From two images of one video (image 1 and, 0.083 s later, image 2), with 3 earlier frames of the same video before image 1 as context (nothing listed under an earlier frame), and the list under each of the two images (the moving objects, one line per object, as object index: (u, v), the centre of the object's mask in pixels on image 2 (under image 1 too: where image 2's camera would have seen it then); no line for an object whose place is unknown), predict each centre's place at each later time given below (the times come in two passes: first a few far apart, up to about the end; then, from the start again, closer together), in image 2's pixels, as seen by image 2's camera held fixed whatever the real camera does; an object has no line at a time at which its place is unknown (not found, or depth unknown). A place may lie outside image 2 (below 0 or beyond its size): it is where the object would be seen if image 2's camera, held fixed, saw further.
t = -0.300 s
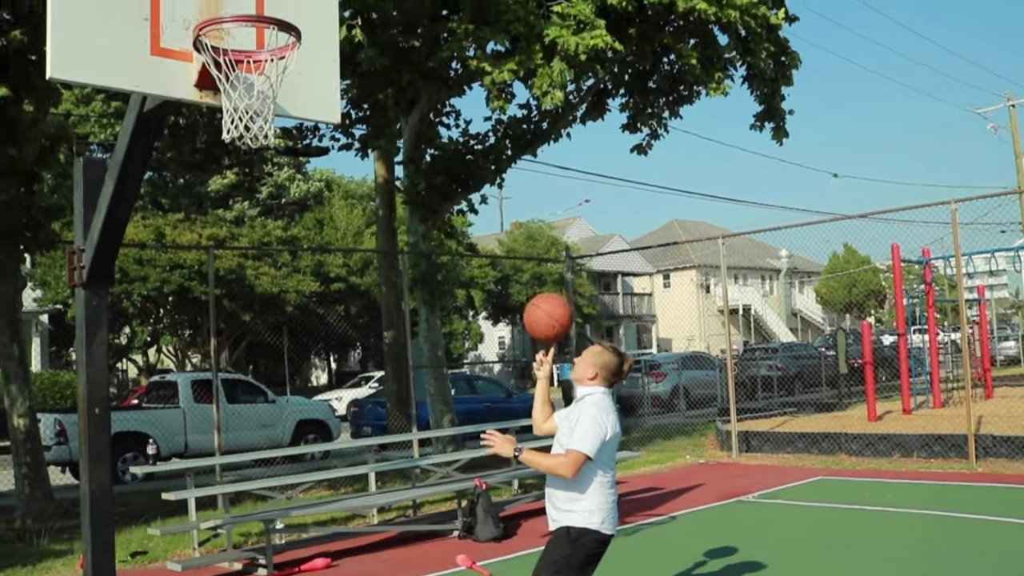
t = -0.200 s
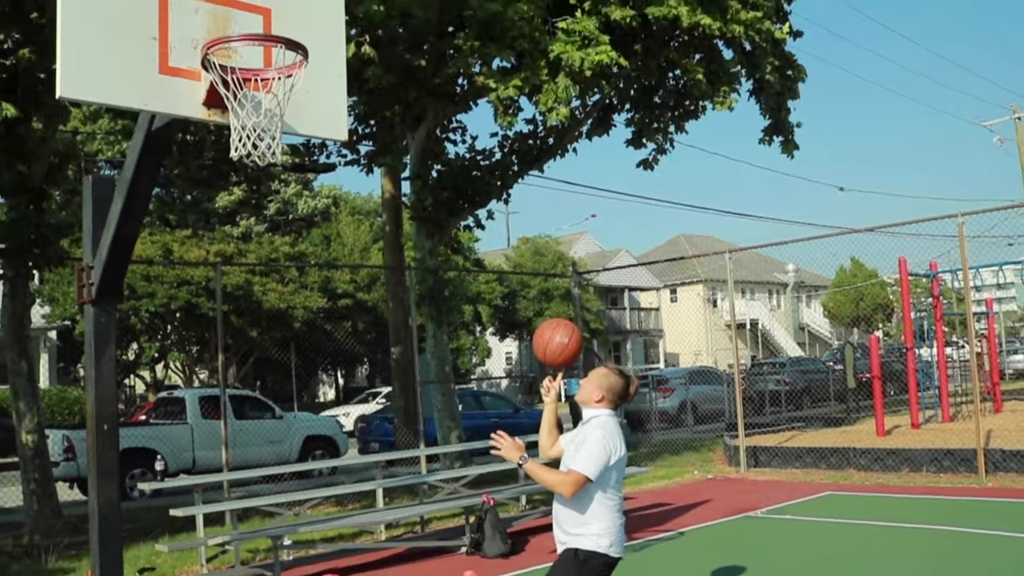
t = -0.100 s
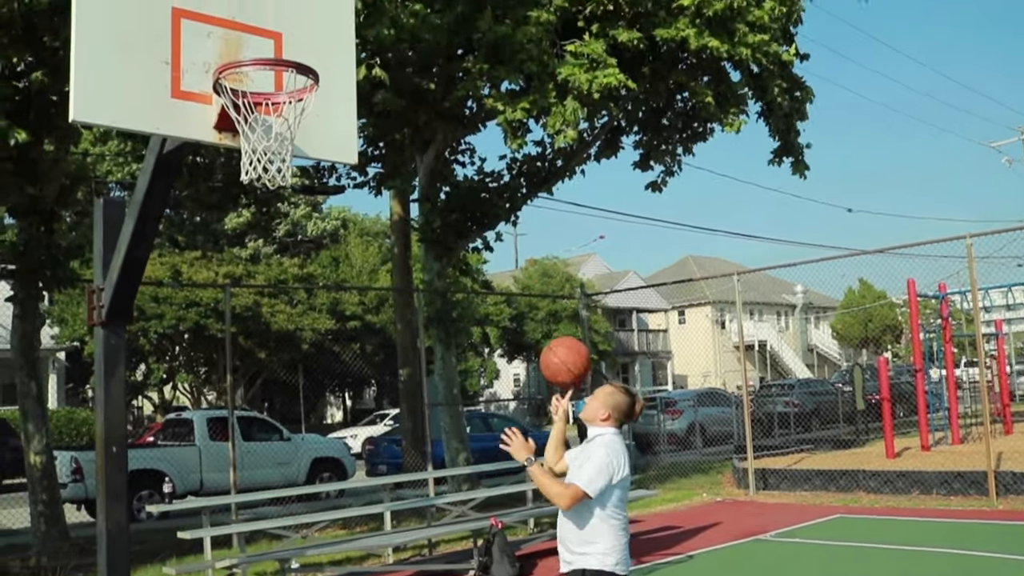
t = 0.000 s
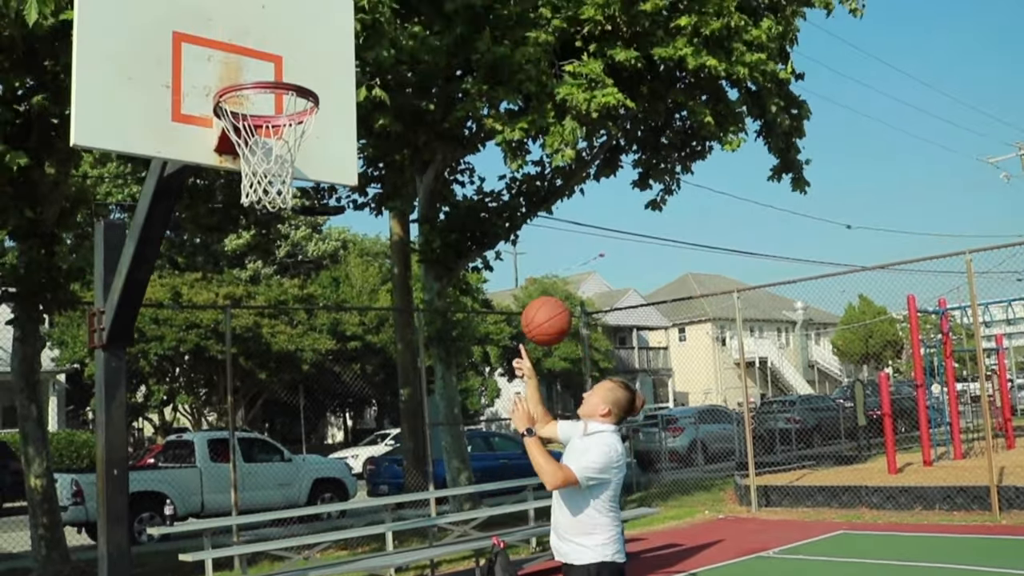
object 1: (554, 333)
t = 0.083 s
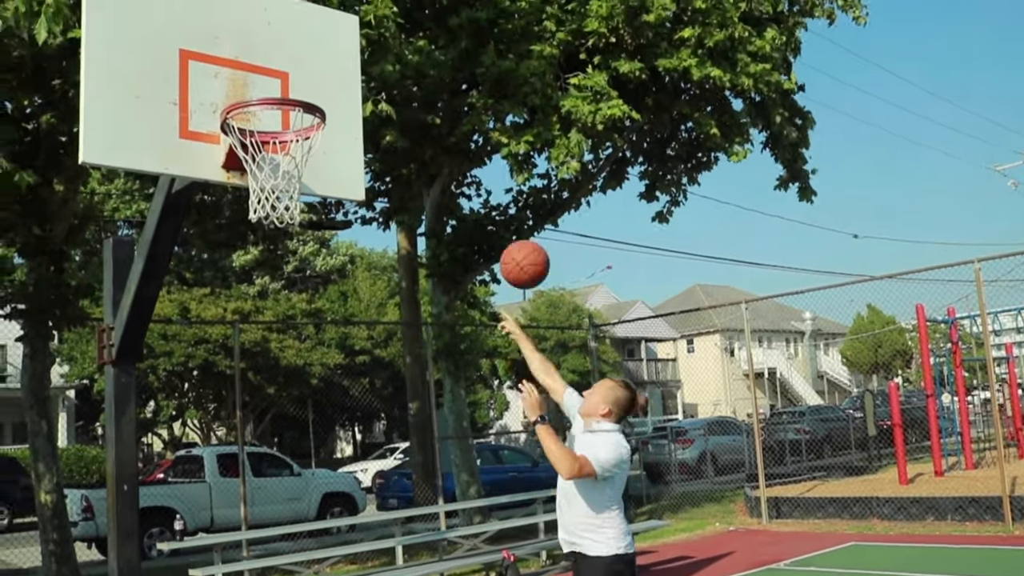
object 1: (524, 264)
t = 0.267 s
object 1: (463, 163)
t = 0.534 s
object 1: (383, 134)
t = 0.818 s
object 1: (303, 254)
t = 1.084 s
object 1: (232, 528)
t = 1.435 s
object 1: (182, 564)
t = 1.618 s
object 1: (178, 448)
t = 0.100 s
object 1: (519, 252)
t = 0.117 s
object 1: (513, 240)
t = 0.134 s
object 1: (508, 229)
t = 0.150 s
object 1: (502, 219)
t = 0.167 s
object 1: (496, 209)
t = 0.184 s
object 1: (492, 201)
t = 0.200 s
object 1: (486, 192)
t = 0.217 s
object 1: (480, 183)
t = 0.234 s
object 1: (474, 176)
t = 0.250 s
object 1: (468, 169)
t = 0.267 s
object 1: (463, 163)
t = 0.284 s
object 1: (458, 157)
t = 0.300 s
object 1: (454, 151)
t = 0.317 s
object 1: (448, 147)
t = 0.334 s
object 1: (443, 143)
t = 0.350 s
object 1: (438, 139)
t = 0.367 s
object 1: (433, 136)
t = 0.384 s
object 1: (428, 134)
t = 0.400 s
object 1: (423, 132)
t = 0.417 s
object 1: (417, 129)
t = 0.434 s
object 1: (413, 129)
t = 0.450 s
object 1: (407, 128)
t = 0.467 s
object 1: (402, 127)
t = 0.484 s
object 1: (397, 128)
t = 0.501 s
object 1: (392, 130)
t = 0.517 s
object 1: (388, 132)
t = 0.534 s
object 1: (383, 134)
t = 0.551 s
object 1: (379, 136)
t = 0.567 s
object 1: (374, 139)
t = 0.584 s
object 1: (370, 143)
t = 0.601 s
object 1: (364, 147)
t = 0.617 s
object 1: (359, 152)
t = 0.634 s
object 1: (354, 157)
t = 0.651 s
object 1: (350, 163)
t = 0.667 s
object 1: (345, 170)
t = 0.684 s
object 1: (341, 178)
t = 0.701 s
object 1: (336, 185)
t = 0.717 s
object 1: (332, 193)
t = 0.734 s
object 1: (327, 202)
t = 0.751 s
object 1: (323, 211)
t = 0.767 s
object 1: (319, 222)
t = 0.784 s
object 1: (314, 232)
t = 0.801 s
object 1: (308, 243)
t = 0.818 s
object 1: (303, 254)
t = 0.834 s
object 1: (298, 266)
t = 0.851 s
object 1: (294, 279)
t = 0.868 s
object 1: (290, 294)
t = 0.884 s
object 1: (285, 308)
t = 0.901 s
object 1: (281, 323)
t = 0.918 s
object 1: (276, 339)
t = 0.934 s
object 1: (270, 354)
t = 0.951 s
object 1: (267, 372)
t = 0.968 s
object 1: (263, 389)
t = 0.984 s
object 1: (258, 407)
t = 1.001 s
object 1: (253, 425)
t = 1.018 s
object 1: (248, 445)
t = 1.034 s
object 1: (244, 465)
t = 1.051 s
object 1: (241, 485)
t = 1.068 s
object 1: (236, 506)
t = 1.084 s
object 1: (232, 528)
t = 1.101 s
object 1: (229, 551)
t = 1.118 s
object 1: (227, 572)
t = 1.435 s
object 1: (182, 564)
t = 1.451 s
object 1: (182, 550)
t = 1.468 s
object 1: (182, 537)
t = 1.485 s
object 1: (181, 524)
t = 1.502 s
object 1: (181, 513)
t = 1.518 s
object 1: (180, 502)
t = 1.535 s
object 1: (180, 491)
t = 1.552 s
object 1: (179, 481)
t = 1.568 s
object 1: (180, 472)
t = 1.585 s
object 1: (178, 463)
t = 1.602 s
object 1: (179, 455)
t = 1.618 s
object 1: (178, 448)
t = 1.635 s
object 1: (178, 441)
